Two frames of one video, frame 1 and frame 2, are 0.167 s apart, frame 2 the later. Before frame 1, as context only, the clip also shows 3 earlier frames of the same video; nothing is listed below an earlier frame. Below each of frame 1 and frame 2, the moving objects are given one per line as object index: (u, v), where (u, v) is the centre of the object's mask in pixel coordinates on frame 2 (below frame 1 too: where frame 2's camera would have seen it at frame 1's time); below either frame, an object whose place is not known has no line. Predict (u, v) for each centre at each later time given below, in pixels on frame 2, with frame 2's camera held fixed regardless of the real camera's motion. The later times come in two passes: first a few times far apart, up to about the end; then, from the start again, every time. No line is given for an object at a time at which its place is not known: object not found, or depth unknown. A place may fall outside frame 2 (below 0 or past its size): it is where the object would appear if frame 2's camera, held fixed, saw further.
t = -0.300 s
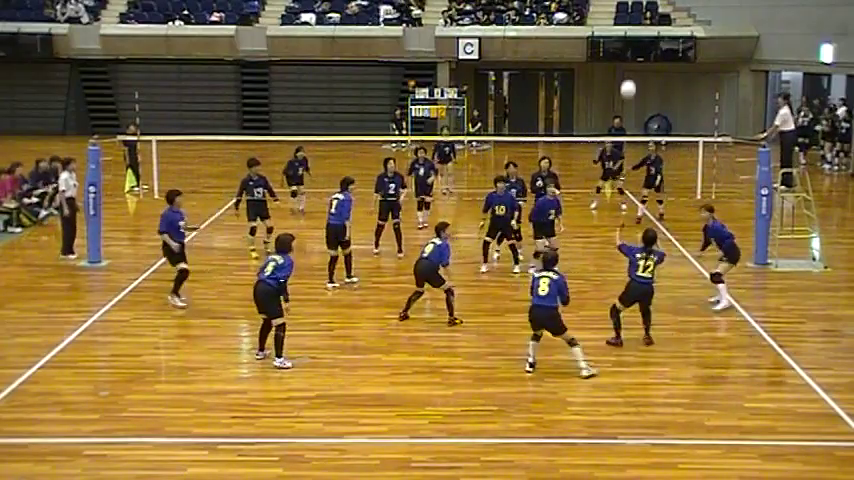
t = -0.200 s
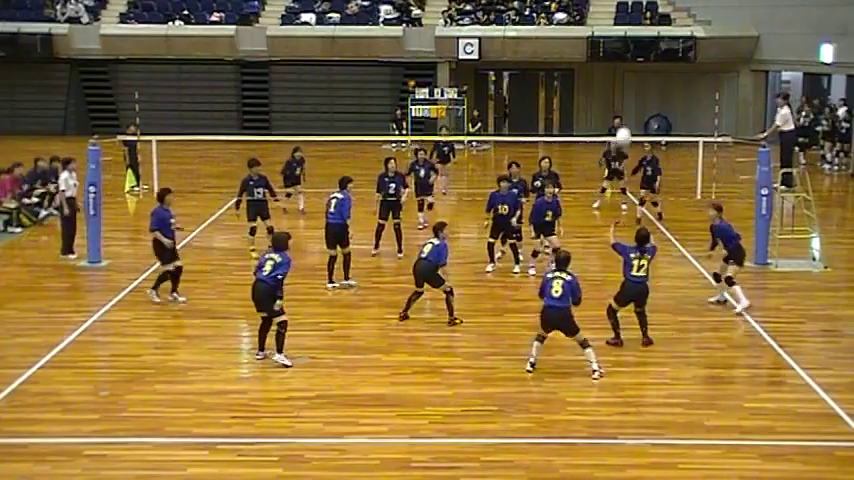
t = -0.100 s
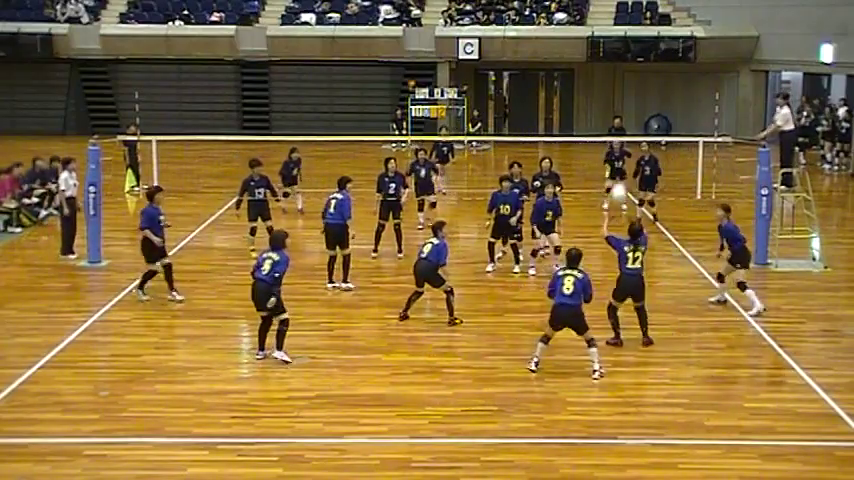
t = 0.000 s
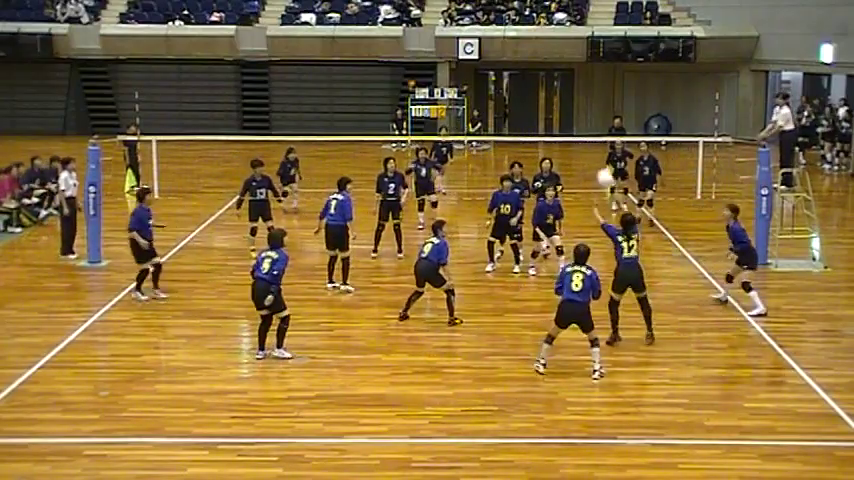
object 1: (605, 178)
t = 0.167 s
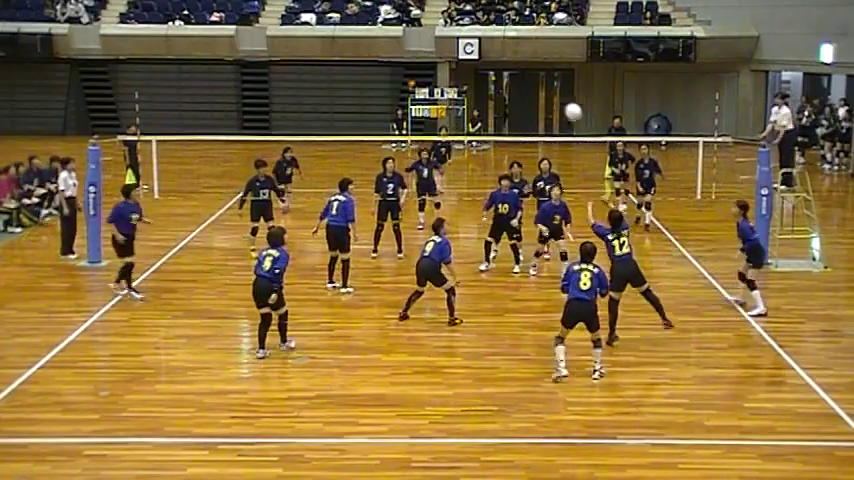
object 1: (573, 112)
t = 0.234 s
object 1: (561, 92)
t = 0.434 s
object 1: (526, 57)
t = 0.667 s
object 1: (489, 56)
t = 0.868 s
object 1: (460, 84)
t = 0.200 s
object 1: (567, 101)
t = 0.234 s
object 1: (561, 92)
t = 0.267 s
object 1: (555, 84)
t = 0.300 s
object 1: (549, 77)
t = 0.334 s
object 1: (543, 70)
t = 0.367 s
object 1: (537, 65)
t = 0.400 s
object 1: (532, 61)
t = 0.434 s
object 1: (526, 57)
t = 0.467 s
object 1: (521, 55)
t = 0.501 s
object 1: (515, 52)
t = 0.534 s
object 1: (510, 52)
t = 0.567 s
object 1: (505, 51)
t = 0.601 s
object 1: (499, 52)
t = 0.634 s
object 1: (494, 53)
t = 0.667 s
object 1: (489, 56)
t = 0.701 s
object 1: (484, 59)
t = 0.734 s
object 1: (479, 63)
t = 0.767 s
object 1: (474, 67)
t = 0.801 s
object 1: (469, 72)
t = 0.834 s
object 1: (464, 78)
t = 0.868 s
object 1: (460, 84)
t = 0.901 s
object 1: (454, 91)
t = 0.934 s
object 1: (450, 99)
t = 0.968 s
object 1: (445, 107)
